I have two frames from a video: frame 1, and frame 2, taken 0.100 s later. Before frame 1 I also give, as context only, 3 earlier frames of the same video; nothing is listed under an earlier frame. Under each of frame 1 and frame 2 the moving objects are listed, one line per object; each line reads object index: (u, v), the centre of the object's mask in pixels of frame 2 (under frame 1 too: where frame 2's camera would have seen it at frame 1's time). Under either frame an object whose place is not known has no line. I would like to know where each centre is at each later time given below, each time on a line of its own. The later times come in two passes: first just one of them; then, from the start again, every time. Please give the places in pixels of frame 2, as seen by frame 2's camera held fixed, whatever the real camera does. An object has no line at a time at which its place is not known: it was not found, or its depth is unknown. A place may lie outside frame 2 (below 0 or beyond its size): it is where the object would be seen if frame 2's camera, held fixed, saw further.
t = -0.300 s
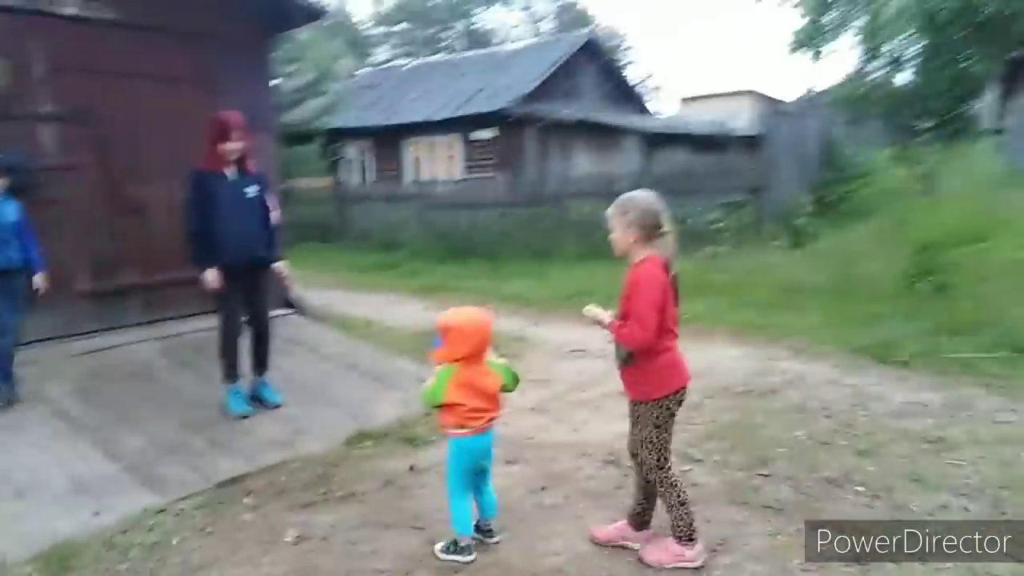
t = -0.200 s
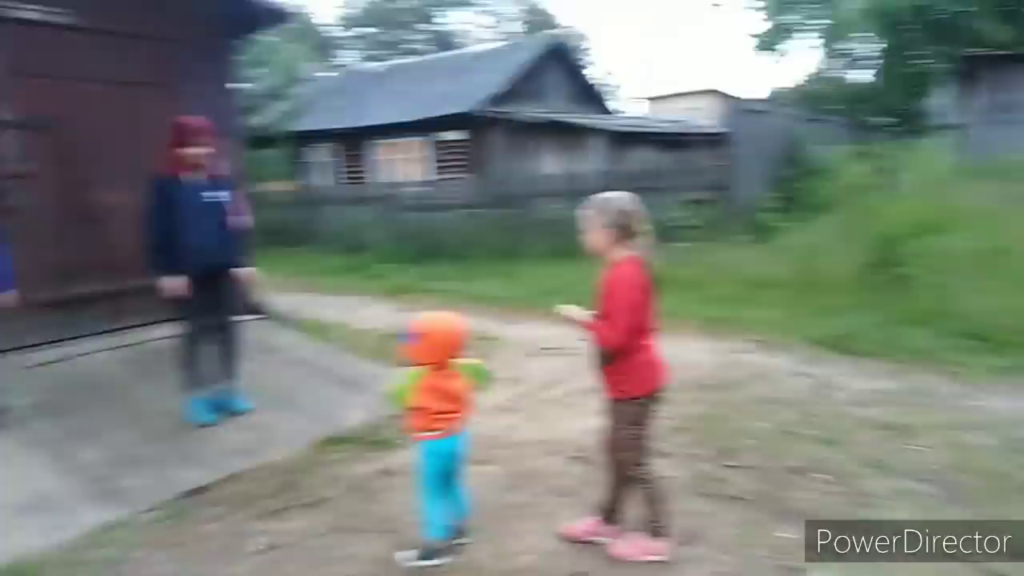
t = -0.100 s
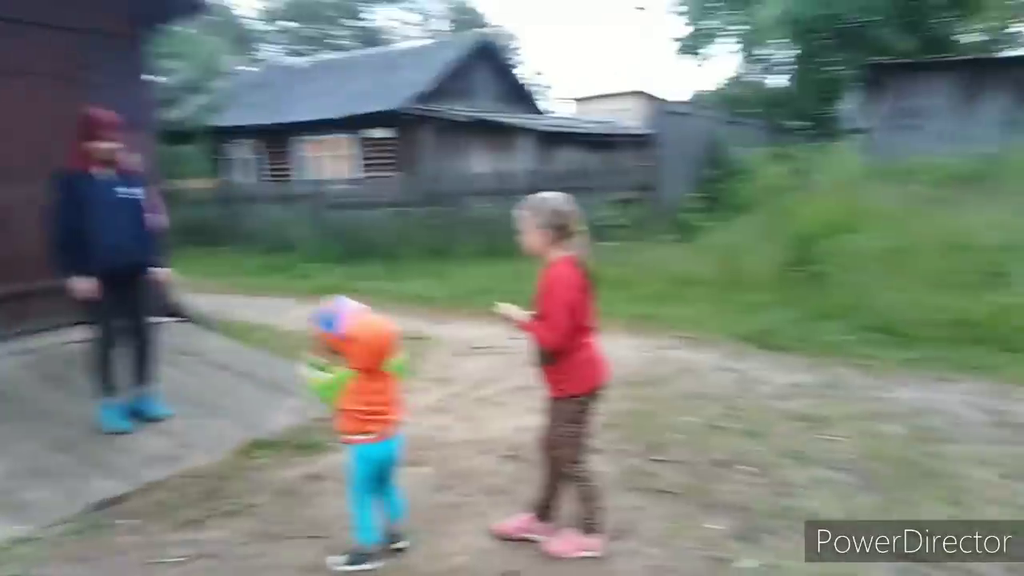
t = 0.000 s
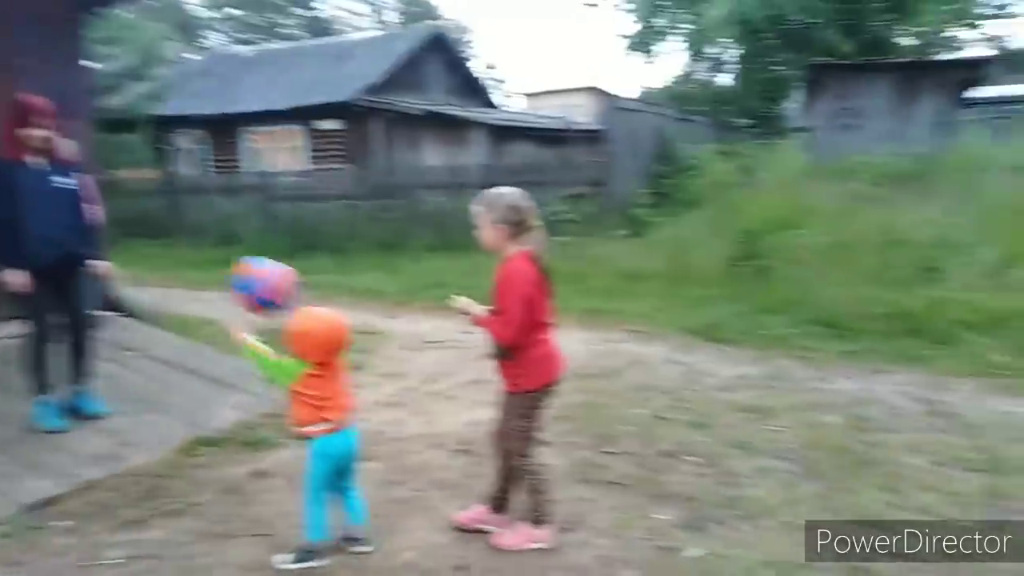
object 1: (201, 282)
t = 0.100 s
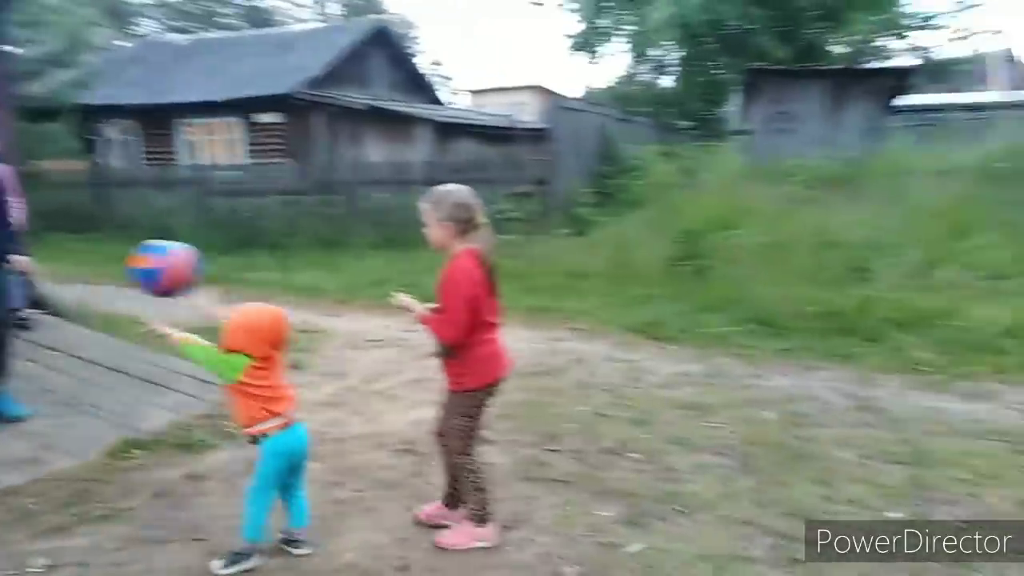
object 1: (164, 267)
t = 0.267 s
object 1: (120, 300)
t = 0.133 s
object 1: (150, 269)
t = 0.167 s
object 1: (139, 275)
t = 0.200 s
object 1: (130, 283)
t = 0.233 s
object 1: (124, 290)
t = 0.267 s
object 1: (120, 300)
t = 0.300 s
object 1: (110, 314)
